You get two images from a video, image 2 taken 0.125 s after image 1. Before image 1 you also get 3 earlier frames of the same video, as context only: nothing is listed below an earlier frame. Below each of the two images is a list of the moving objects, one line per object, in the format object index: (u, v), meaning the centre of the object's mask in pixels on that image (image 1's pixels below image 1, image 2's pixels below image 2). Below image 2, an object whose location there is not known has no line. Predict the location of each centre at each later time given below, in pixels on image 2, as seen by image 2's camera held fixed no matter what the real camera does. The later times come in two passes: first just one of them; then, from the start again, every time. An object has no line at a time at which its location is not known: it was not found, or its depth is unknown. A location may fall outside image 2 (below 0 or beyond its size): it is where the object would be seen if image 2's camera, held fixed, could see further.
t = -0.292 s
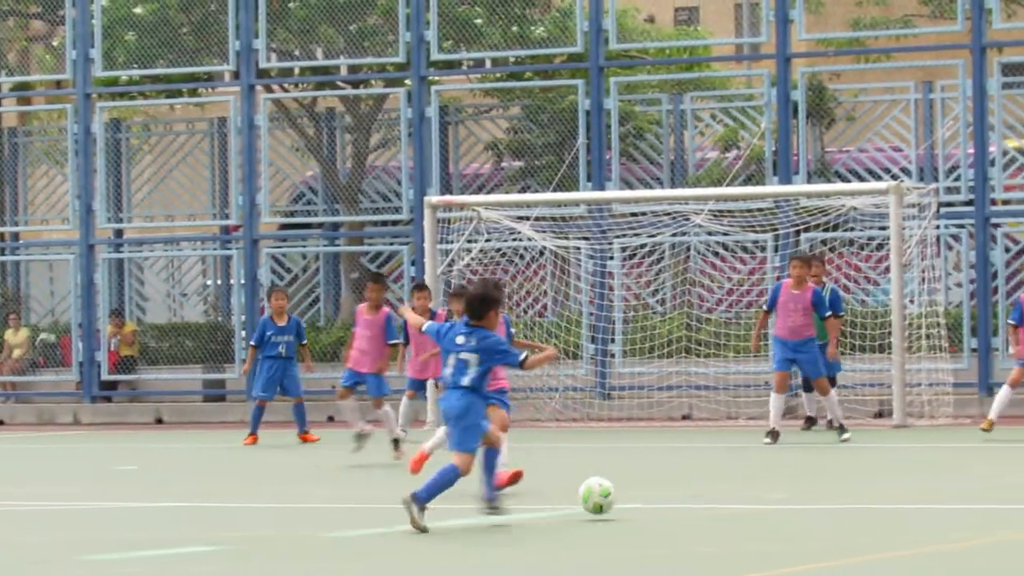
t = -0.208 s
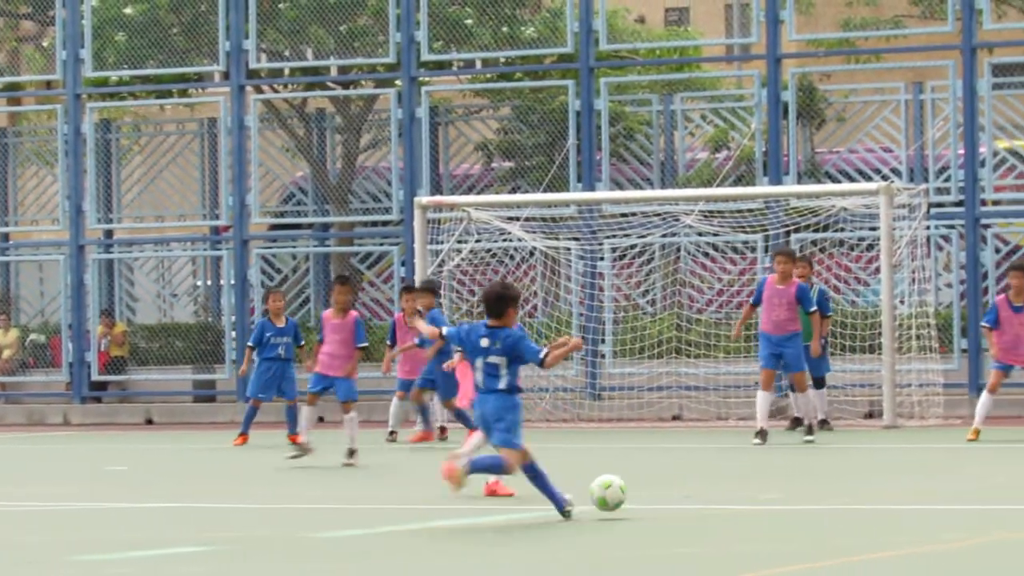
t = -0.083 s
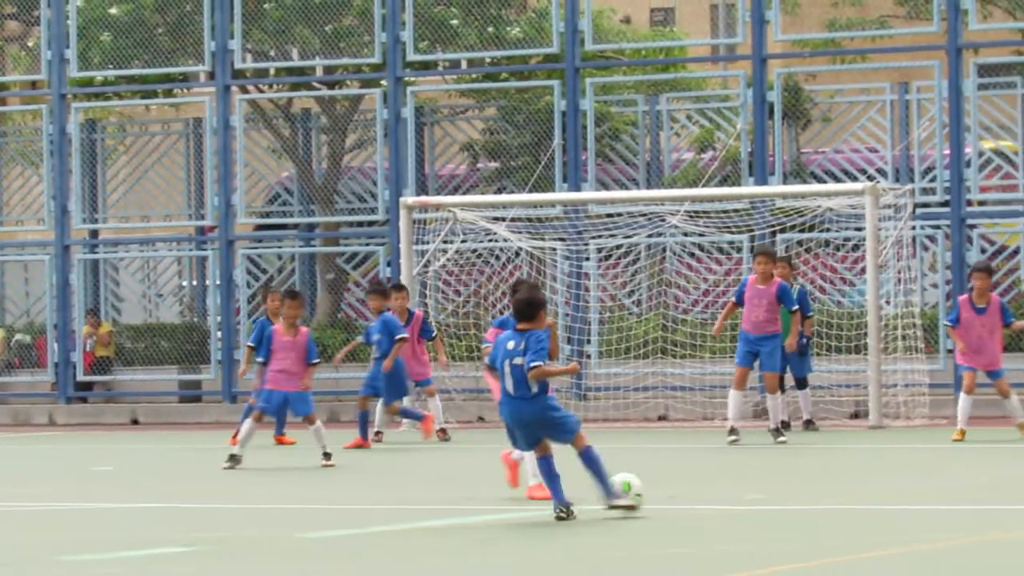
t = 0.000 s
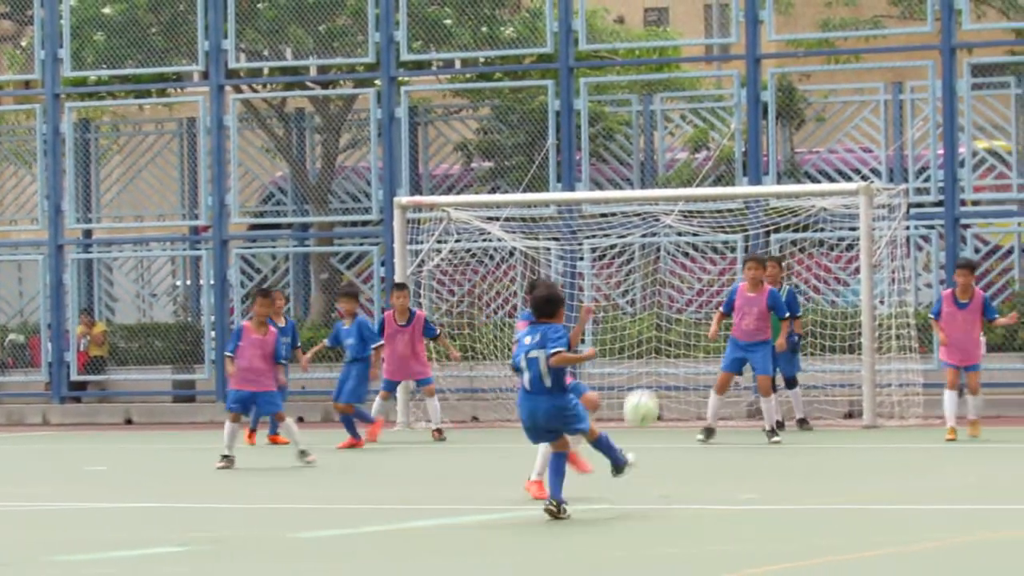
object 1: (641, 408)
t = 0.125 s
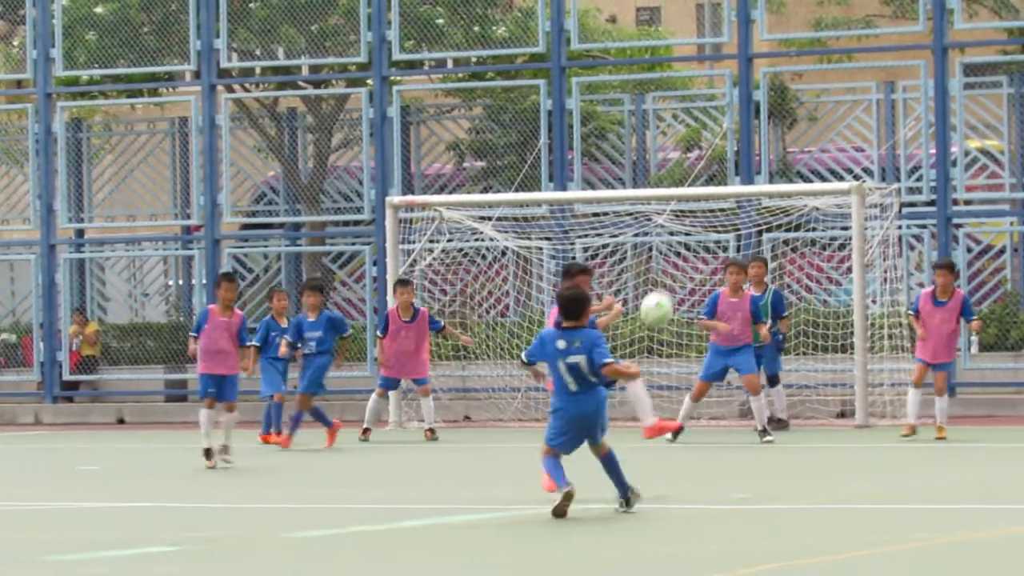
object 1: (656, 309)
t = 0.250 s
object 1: (671, 244)
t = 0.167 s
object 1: (662, 283)
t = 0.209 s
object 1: (666, 262)
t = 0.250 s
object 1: (671, 244)
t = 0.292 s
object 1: (673, 230)
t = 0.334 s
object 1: (675, 219)
